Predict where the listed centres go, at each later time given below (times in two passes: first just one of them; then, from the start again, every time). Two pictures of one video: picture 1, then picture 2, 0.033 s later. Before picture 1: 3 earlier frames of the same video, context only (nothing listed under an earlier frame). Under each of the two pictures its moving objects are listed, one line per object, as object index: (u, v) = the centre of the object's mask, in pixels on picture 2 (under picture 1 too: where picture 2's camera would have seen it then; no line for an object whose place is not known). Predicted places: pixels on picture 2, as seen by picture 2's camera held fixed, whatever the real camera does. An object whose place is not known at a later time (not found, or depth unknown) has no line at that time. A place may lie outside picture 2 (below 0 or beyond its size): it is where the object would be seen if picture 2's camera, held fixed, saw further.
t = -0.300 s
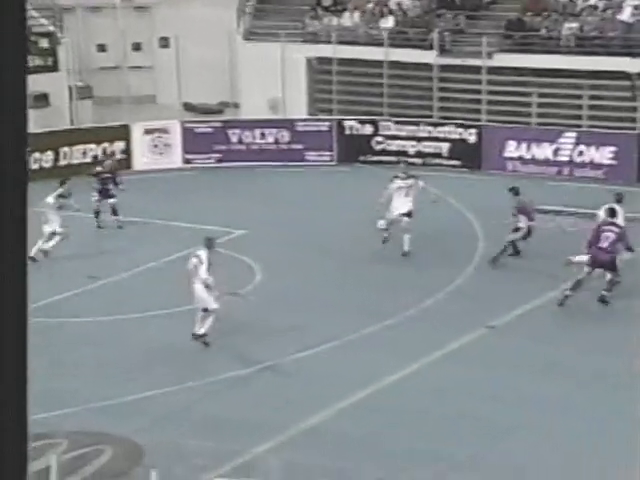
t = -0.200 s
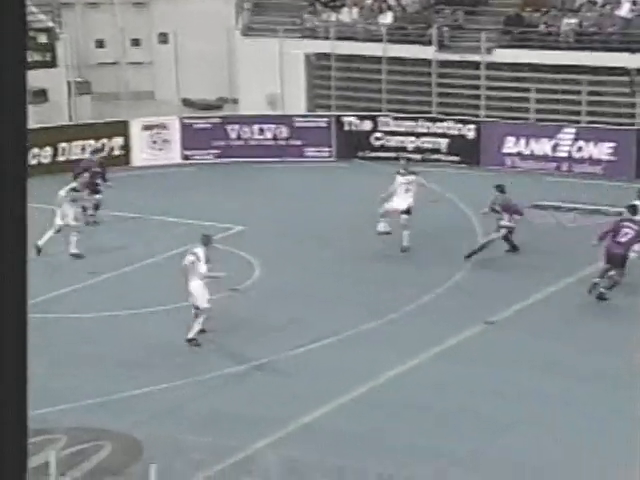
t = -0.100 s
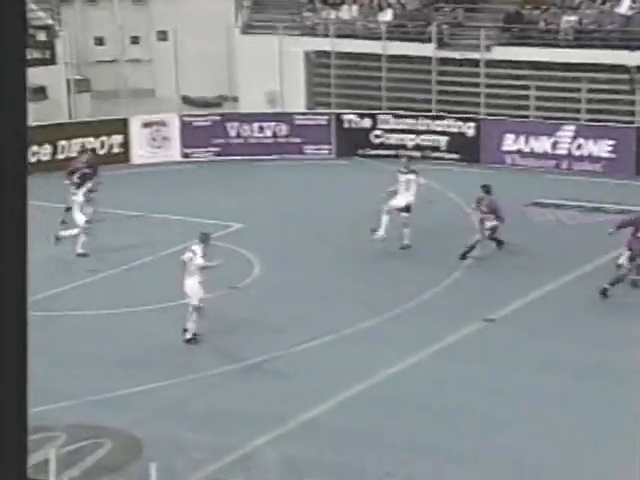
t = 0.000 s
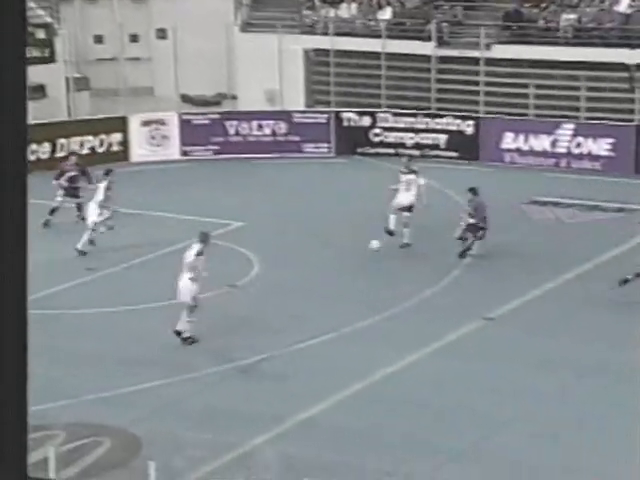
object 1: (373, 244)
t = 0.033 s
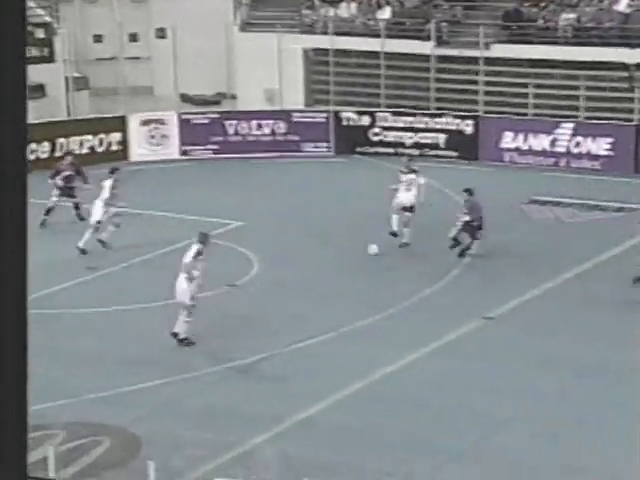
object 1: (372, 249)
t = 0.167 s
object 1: (366, 279)
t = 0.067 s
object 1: (371, 256)
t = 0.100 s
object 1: (369, 263)
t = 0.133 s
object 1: (368, 270)
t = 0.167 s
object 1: (366, 279)
